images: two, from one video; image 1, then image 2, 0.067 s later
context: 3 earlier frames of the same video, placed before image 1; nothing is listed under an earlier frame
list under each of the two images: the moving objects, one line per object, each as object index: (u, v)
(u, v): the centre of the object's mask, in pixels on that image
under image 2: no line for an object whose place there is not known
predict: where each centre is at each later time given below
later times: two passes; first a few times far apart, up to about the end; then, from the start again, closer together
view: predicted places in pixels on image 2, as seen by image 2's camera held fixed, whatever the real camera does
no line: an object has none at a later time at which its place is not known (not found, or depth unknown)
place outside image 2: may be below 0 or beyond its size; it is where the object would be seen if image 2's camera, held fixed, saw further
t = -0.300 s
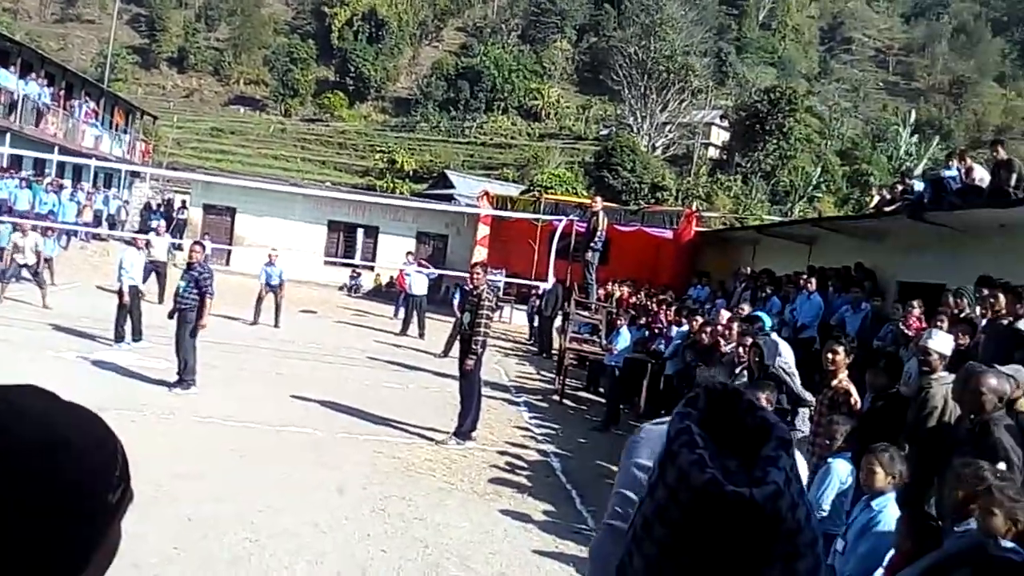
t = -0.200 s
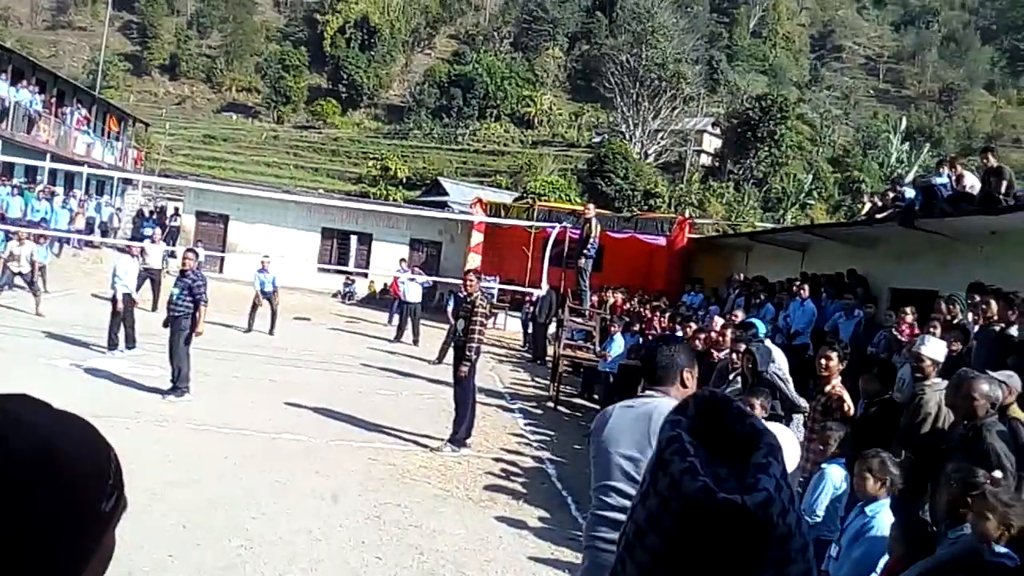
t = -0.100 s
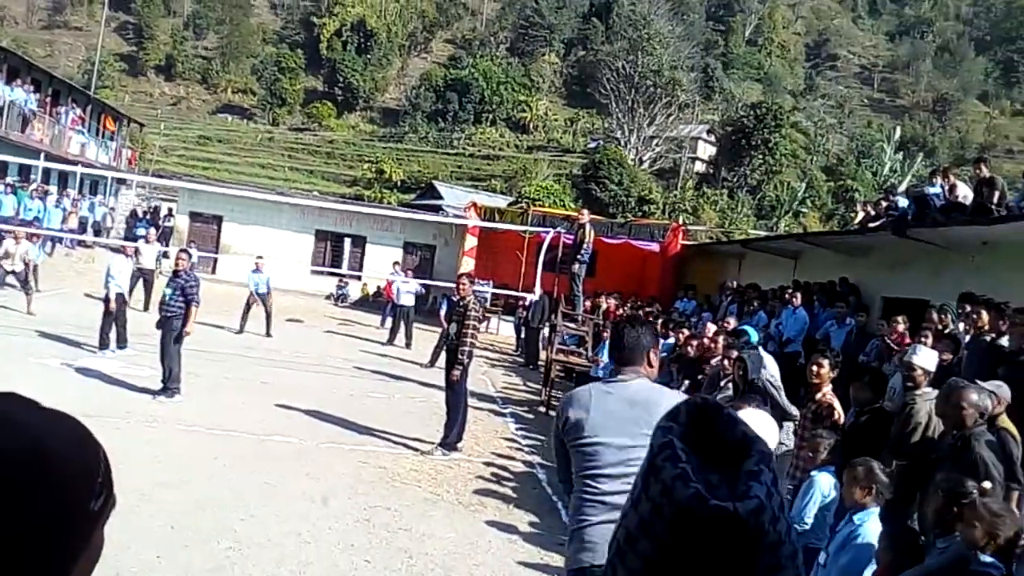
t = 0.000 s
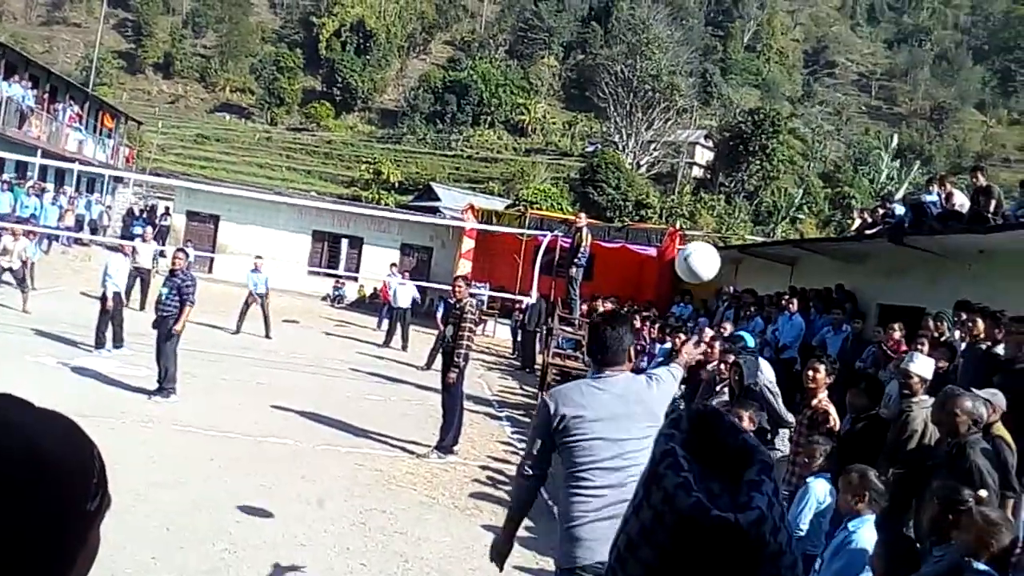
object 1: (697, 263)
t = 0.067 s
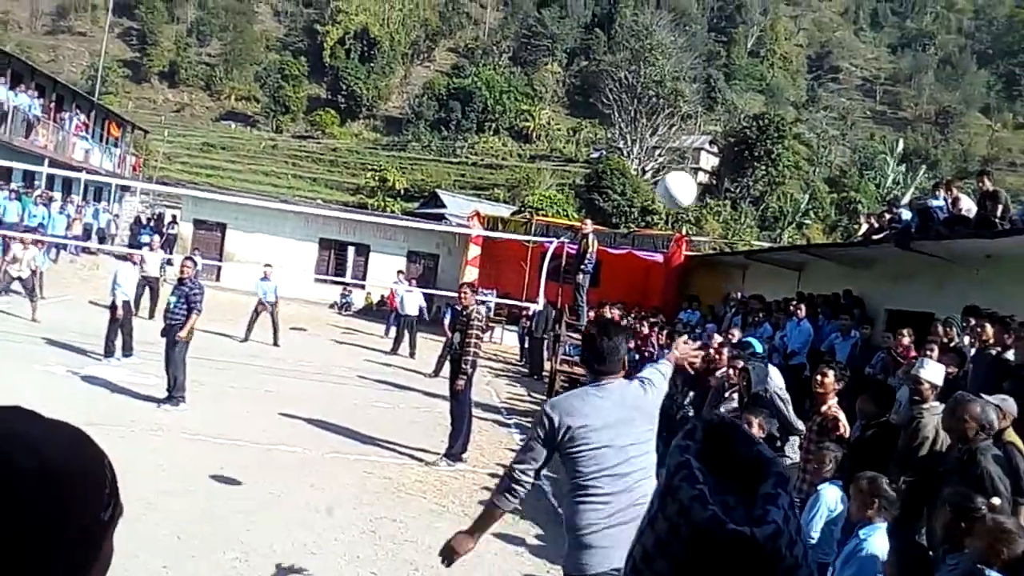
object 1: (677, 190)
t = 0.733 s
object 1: (520, 66)
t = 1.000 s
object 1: (480, 139)
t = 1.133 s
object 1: (462, 186)
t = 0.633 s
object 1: (536, 49)
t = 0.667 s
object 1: (528, 55)
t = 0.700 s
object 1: (524, 61)
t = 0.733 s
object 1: (520, 66)
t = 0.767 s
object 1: (514, 73)
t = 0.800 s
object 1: (508, 80)
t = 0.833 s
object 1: (504, 89)
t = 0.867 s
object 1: (499, 98)
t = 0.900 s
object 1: (493, 109)
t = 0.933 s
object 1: (489, 118)
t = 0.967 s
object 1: (484, 129)
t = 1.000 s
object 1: (480, 139)
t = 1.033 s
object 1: (475, 150)
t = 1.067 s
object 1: (470, 162)
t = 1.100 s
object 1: (466, 174)
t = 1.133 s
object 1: (462, 186)
